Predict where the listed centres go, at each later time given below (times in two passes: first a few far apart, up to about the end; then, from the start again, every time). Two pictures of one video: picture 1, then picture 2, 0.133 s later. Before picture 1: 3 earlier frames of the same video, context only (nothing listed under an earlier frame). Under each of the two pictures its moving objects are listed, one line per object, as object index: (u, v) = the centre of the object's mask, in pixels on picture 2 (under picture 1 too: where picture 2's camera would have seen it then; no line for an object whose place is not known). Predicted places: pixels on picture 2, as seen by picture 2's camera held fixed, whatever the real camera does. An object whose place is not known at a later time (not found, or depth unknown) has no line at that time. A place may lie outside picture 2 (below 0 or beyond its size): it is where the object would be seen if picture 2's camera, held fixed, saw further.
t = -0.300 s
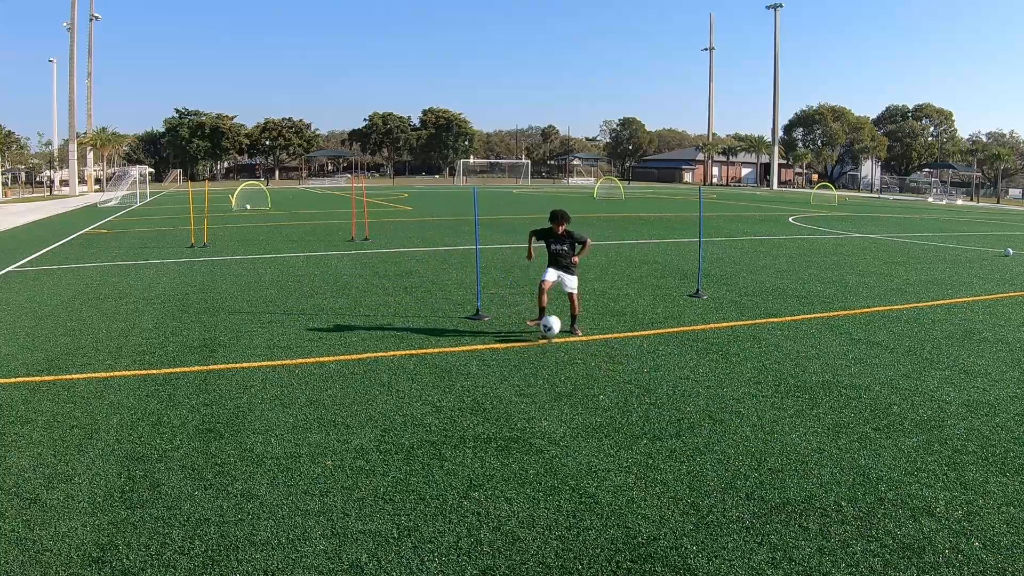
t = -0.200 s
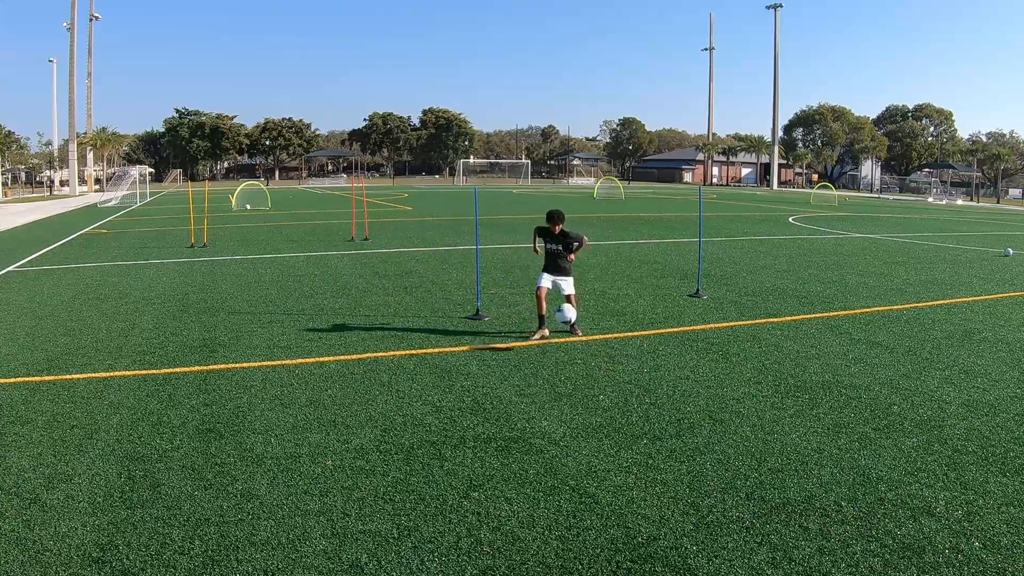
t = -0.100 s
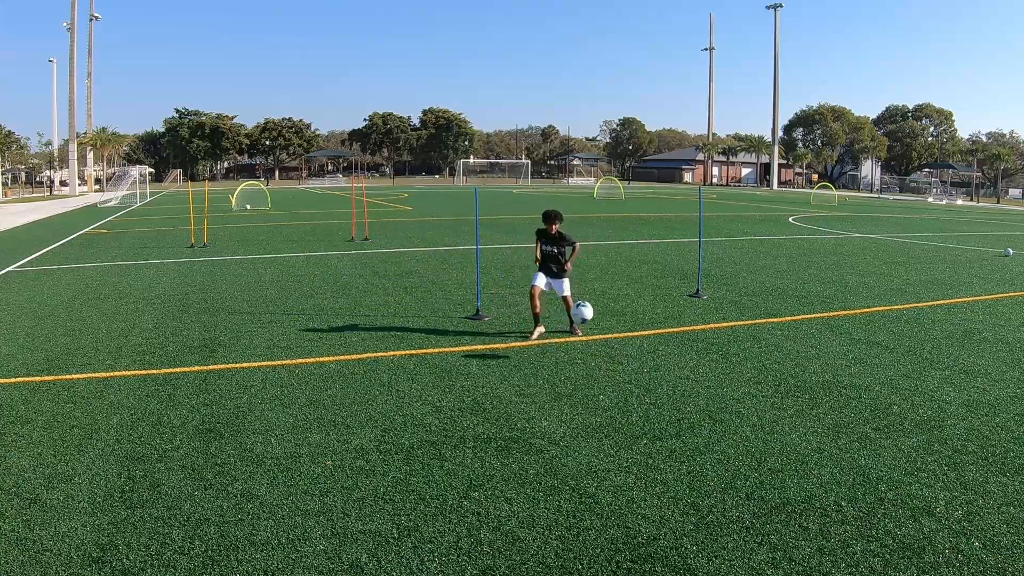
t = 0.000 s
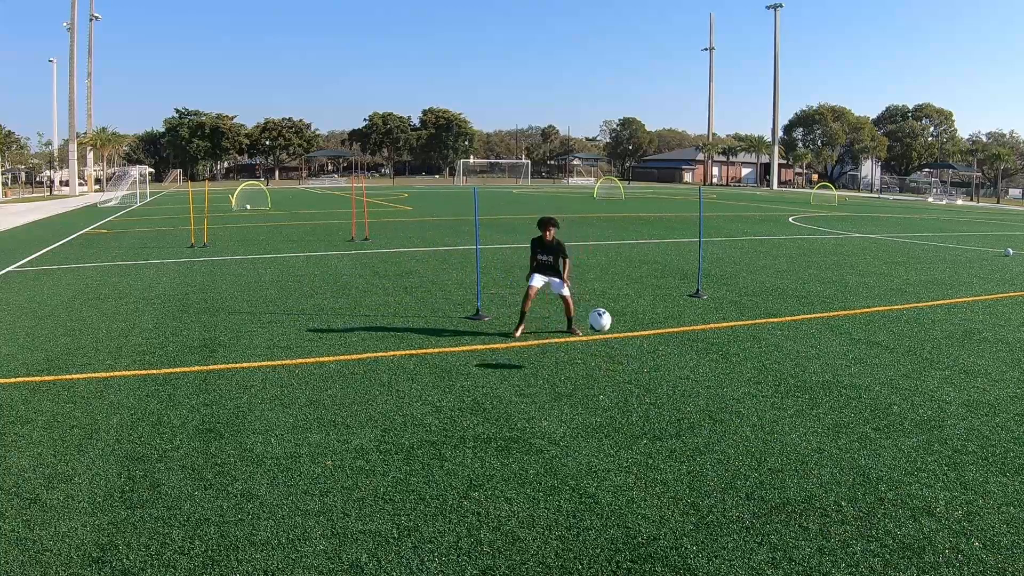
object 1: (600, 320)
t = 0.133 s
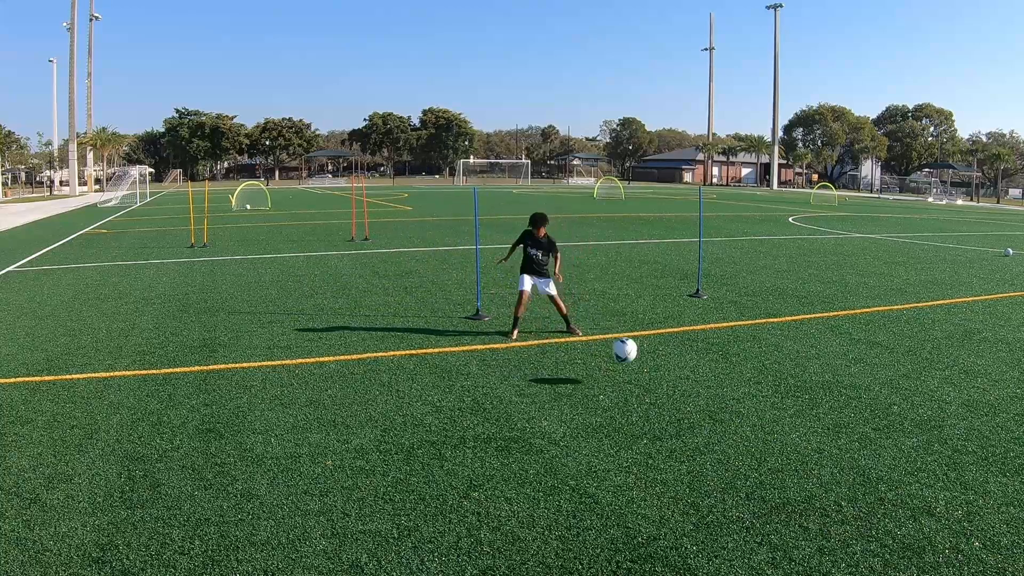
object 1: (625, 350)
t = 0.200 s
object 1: (638, 374)
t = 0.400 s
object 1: (690, 388)
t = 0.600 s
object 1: (750, 436)
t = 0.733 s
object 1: (796, 460)
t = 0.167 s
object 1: (631, 361)
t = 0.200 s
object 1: (638, 374)
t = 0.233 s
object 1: (646, 381)
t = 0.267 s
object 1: (653, 380)
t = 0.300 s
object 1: (662, 380)
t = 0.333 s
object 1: (671, 382)
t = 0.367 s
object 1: (680, 384)
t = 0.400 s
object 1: (690, 388)
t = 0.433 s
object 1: (699, 394)
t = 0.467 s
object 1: (709, 402)
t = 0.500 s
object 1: (719, 411)
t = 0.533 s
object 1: (729, 422)
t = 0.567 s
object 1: (740, 435)
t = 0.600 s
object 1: (750, 436)
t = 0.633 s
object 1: (761, 439)
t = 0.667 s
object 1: (773, 444)
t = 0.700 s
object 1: (785, 451)
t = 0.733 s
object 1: (796, 460)
